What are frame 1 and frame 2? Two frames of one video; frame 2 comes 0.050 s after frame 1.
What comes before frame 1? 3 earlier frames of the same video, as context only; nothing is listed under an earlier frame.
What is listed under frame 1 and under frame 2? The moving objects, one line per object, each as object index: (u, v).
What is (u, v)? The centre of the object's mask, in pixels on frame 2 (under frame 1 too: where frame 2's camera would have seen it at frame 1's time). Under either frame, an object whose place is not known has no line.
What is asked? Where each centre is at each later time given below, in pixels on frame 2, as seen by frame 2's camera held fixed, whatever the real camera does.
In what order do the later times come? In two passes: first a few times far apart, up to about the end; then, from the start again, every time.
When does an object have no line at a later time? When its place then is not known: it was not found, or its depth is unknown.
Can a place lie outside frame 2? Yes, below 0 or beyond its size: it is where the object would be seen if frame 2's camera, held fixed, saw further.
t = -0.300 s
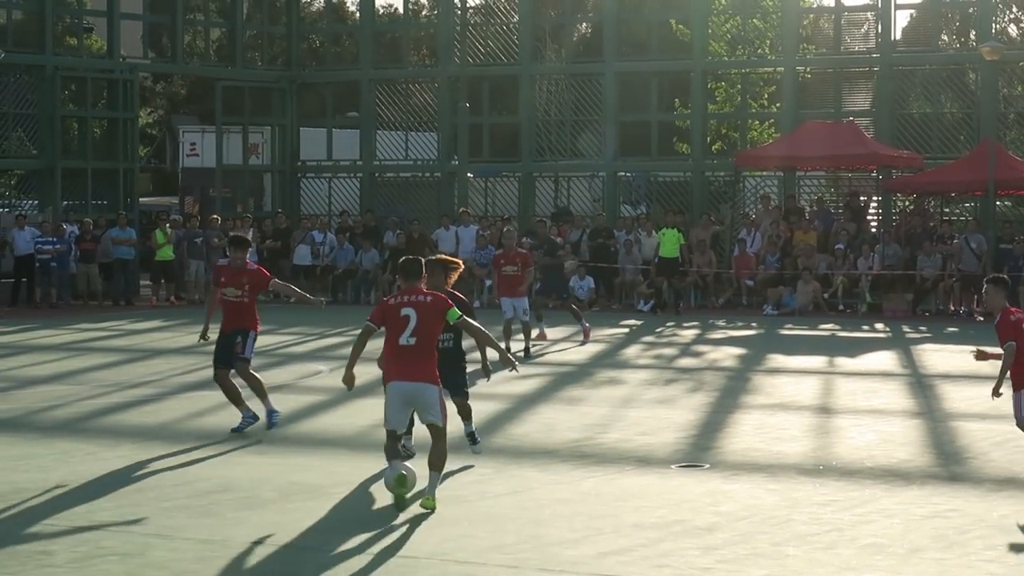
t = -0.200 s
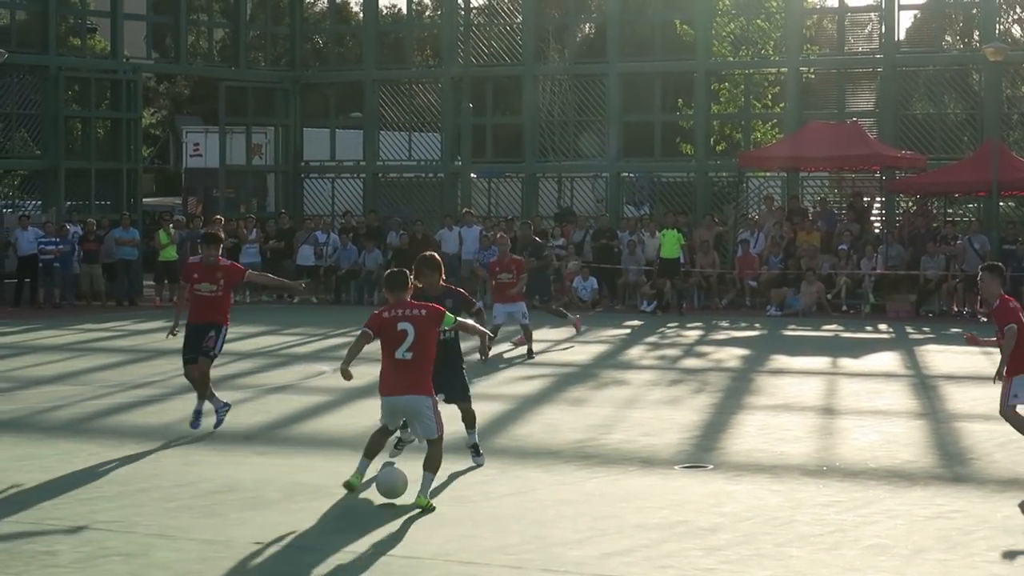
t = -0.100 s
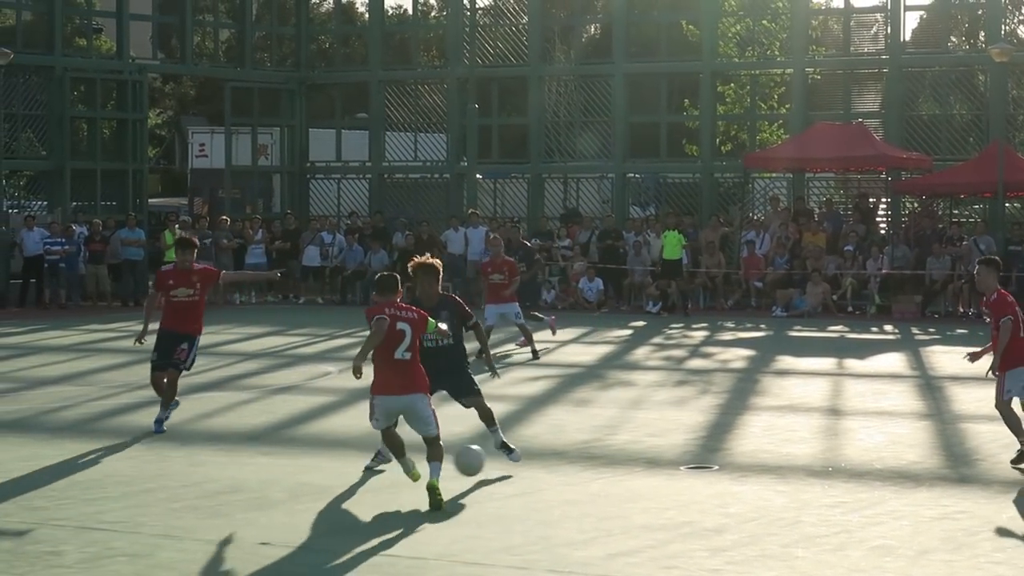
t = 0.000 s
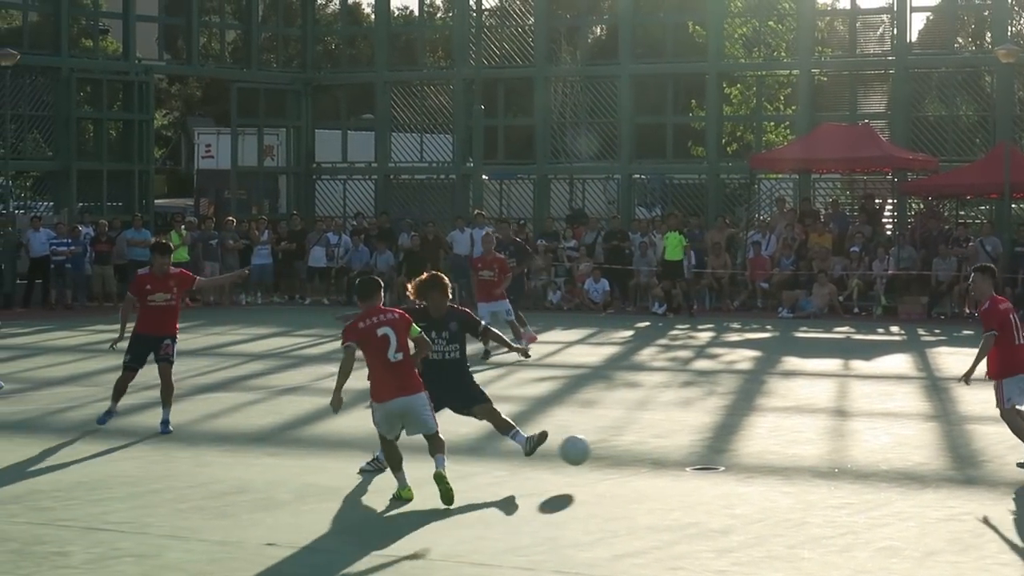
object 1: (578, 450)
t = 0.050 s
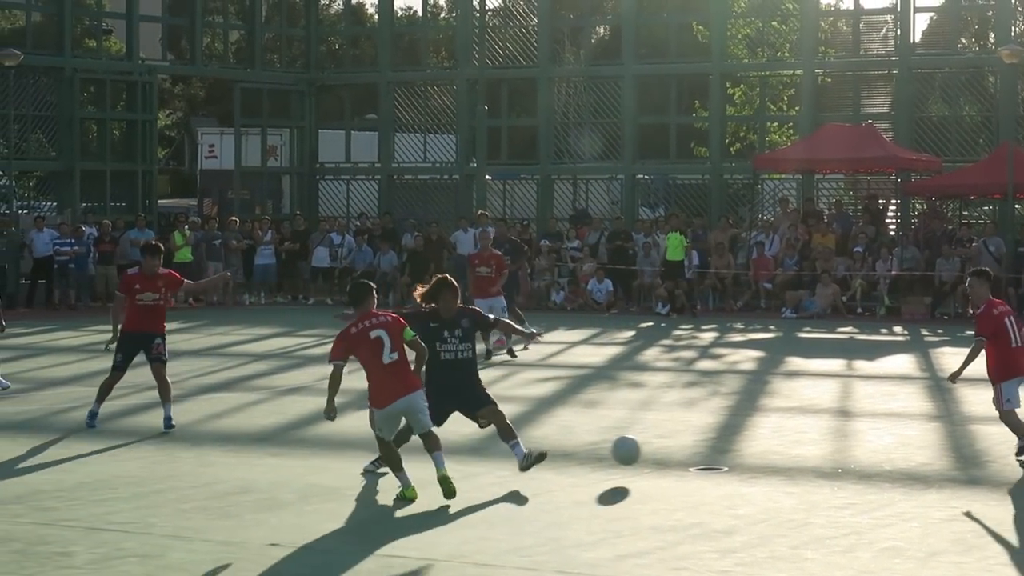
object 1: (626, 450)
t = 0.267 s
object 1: (795, 441)
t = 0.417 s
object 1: (885, 436)
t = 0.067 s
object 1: (642, 451)
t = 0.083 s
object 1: (657, 452)
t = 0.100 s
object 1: (672, 454)
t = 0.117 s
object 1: (687, 455)
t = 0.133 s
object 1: (701, 458)
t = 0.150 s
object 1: (715, 455)
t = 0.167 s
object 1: (725, 452)
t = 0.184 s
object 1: (737, 449)
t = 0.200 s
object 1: (749, 447)
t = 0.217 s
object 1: (760, 445)
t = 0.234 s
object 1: (772, 443)
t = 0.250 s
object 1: (783, 441)
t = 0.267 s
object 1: (795, 441)
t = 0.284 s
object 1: (805, 440)
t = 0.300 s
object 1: (817, 439)
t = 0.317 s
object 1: (828, 440)
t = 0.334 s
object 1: (838, 440)
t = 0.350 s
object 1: (849, 441)
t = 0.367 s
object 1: (860, 442)
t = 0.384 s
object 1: (870, 442)
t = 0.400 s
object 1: (878, 439)
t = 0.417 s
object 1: (885, 436)
